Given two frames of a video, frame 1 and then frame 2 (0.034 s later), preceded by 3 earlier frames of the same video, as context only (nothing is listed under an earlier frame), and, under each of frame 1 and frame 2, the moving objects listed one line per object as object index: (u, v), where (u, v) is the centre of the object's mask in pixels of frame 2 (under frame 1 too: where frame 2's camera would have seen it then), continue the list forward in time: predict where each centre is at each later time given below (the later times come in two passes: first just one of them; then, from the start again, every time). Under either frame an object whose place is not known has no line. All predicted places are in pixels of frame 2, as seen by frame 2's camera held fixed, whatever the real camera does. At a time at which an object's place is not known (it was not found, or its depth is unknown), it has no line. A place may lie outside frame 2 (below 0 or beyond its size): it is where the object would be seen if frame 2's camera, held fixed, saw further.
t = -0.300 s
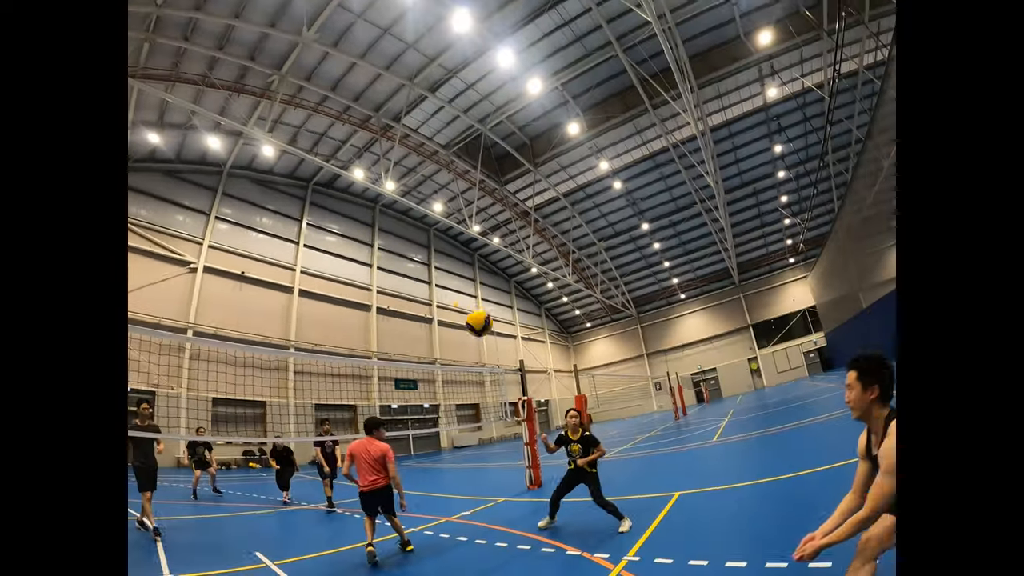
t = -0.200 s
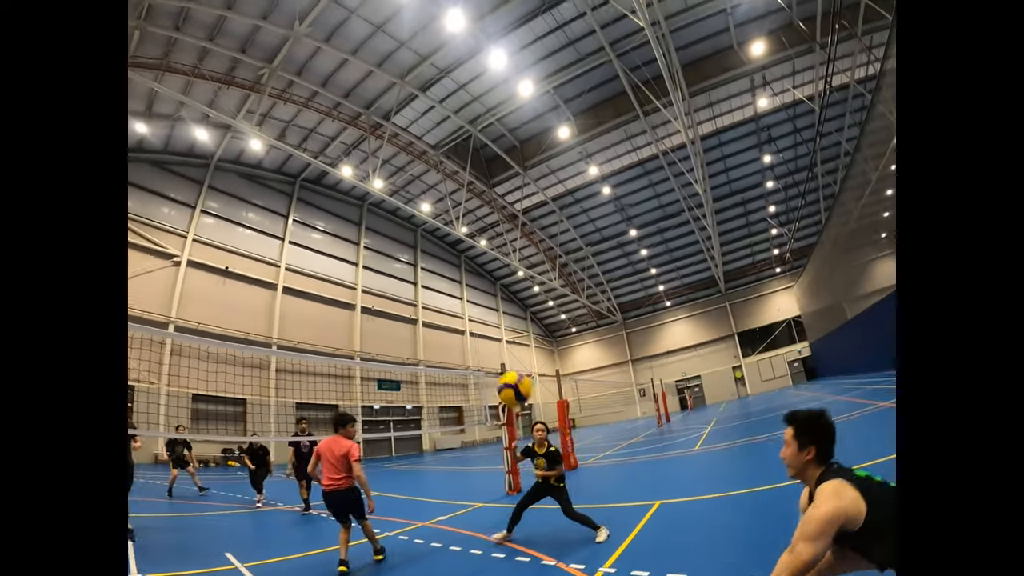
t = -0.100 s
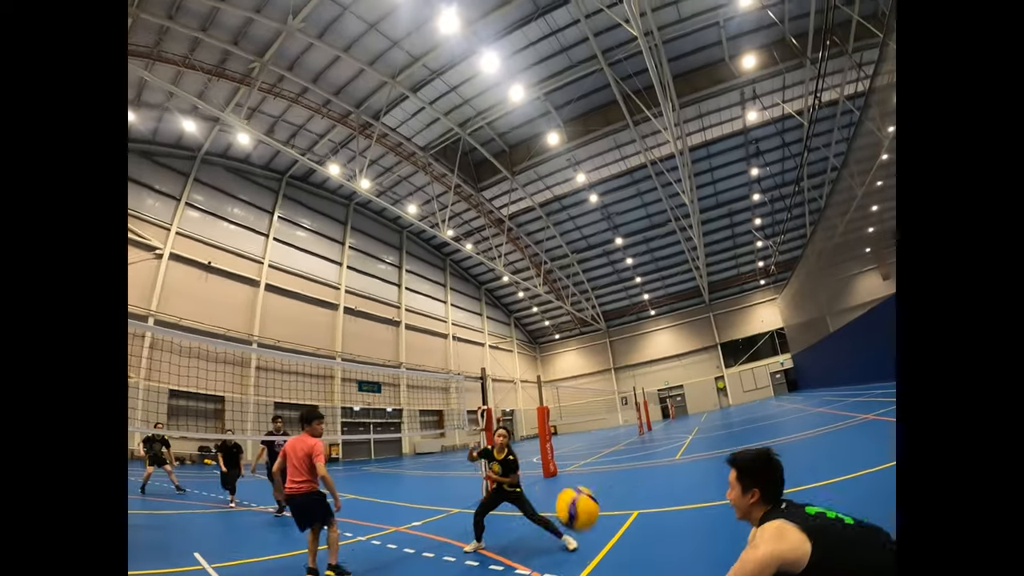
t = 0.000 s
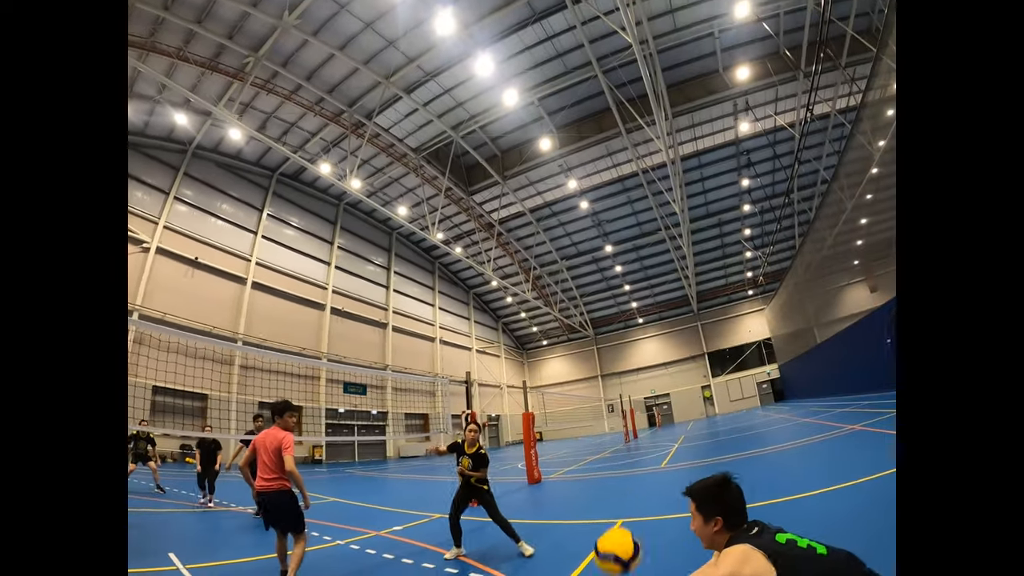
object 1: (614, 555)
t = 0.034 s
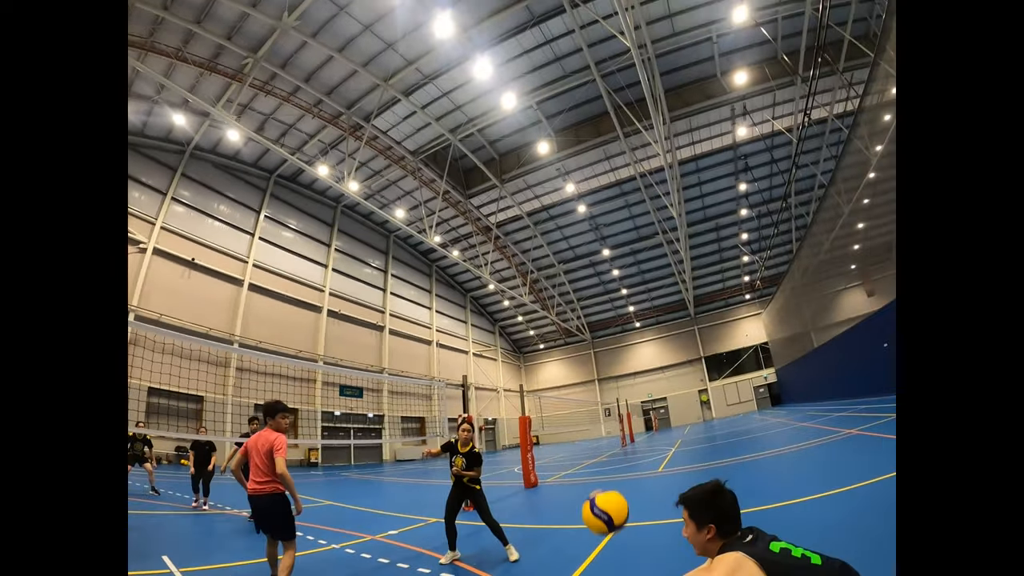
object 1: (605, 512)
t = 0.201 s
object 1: (572, 363)
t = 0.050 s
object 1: (601, 492)
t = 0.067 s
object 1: (597, 474)
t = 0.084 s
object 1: (594, 456)
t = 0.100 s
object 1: (590, 440)
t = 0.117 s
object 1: (586, 426)
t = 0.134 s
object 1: (583, 411)
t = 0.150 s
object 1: (580, 399)
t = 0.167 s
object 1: (578, 386)
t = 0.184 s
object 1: (574, 375)
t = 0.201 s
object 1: (572, 363)
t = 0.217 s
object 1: (569, 354)
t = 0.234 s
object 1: (567, 345)
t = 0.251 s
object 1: (564, 336)
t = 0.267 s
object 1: (562, 329)
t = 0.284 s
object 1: (560, 322)
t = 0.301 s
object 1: (558, 315)
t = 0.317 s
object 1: (556, 308)
